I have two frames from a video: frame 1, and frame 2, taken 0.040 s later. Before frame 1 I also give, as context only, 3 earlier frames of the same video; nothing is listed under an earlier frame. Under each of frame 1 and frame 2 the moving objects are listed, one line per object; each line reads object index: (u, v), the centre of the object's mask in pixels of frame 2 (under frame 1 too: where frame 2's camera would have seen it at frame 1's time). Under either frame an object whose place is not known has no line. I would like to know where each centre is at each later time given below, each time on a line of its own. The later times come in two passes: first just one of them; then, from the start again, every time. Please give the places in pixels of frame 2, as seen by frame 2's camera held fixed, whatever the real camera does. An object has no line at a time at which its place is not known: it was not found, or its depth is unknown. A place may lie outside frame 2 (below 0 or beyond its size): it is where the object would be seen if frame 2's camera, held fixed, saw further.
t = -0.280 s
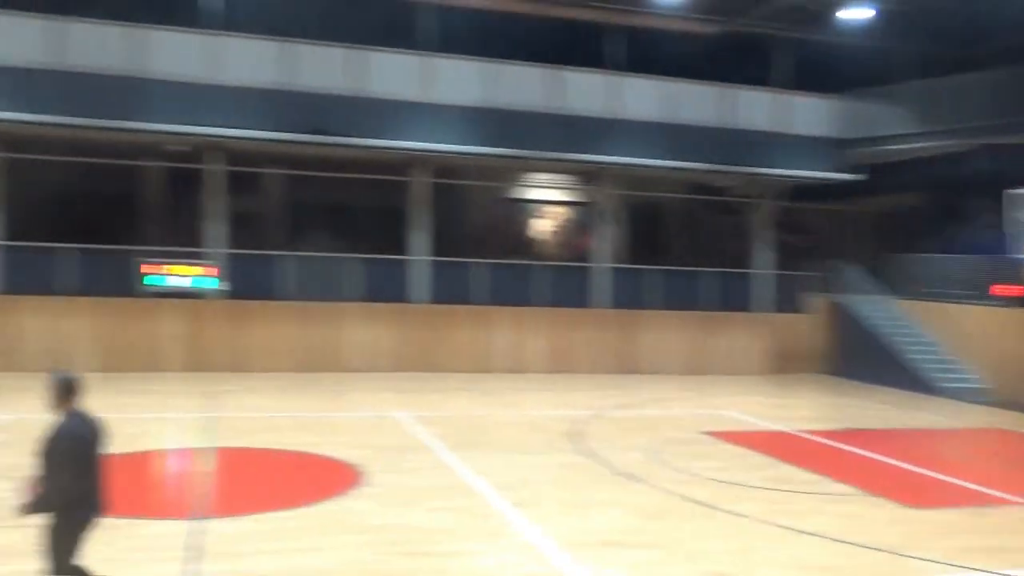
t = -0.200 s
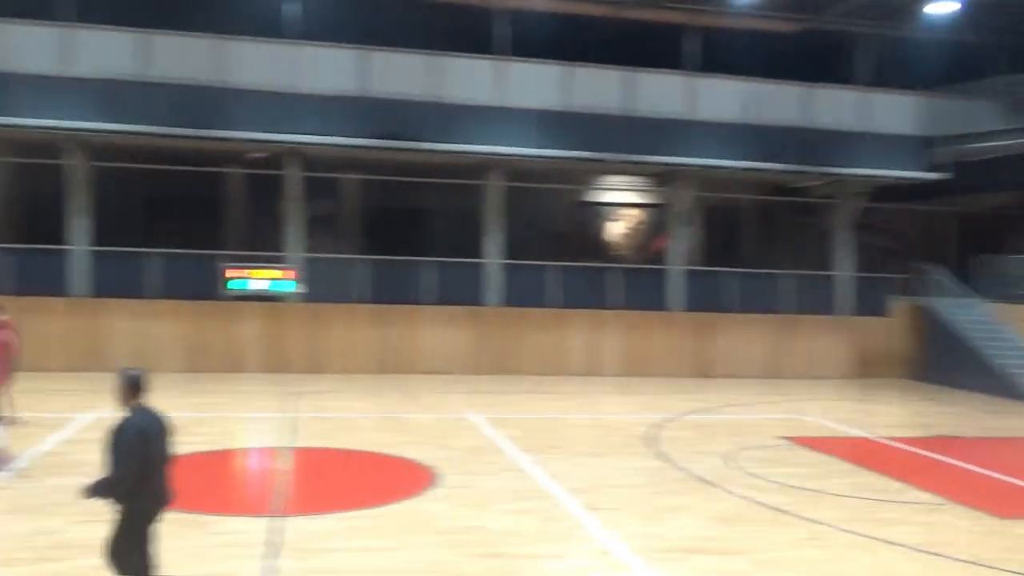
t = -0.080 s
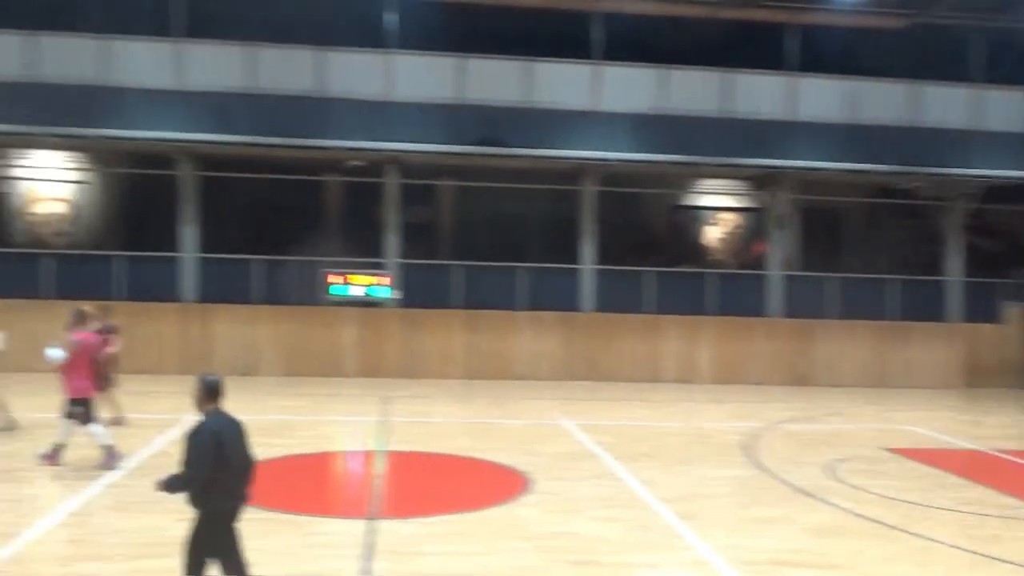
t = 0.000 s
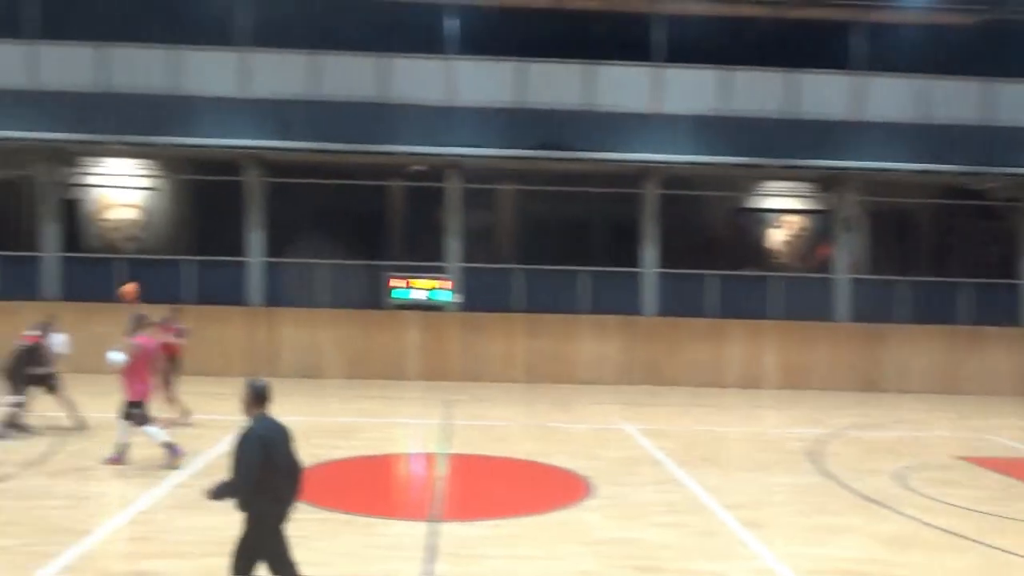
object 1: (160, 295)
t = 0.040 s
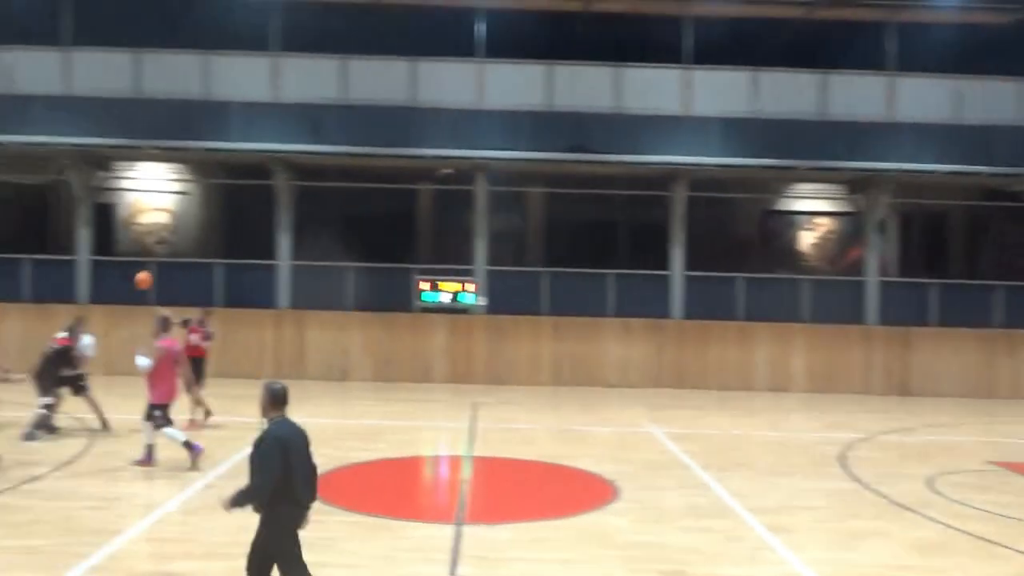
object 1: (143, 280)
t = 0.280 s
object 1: (21, 202)
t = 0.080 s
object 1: (124, 266)
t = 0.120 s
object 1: (108, 253)
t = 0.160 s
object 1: (88, 239)
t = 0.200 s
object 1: (66, 227)
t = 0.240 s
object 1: (45, 214)
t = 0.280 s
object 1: (21, 202)
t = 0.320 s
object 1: (-4, 192)
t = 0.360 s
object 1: (-29, 181)
